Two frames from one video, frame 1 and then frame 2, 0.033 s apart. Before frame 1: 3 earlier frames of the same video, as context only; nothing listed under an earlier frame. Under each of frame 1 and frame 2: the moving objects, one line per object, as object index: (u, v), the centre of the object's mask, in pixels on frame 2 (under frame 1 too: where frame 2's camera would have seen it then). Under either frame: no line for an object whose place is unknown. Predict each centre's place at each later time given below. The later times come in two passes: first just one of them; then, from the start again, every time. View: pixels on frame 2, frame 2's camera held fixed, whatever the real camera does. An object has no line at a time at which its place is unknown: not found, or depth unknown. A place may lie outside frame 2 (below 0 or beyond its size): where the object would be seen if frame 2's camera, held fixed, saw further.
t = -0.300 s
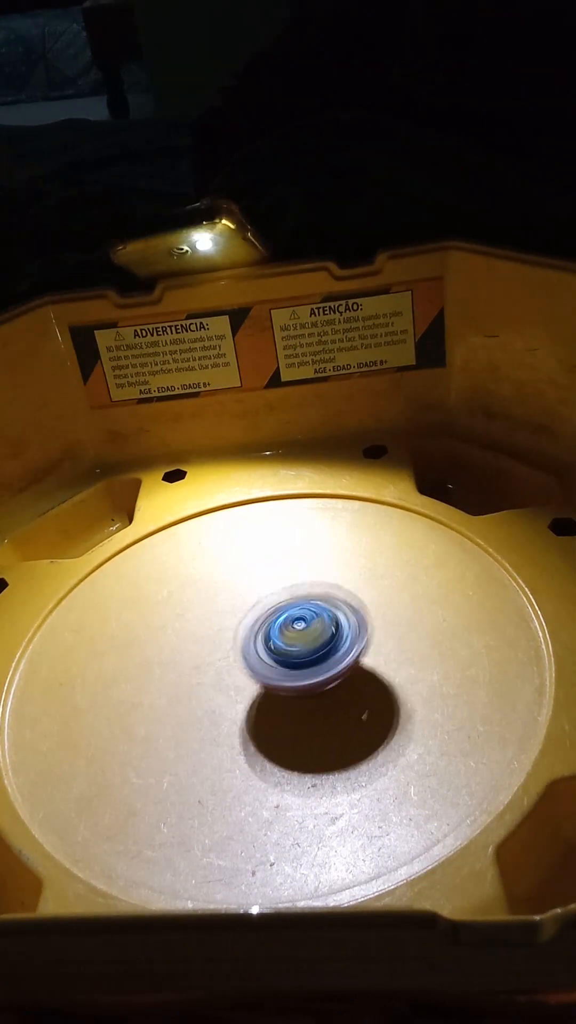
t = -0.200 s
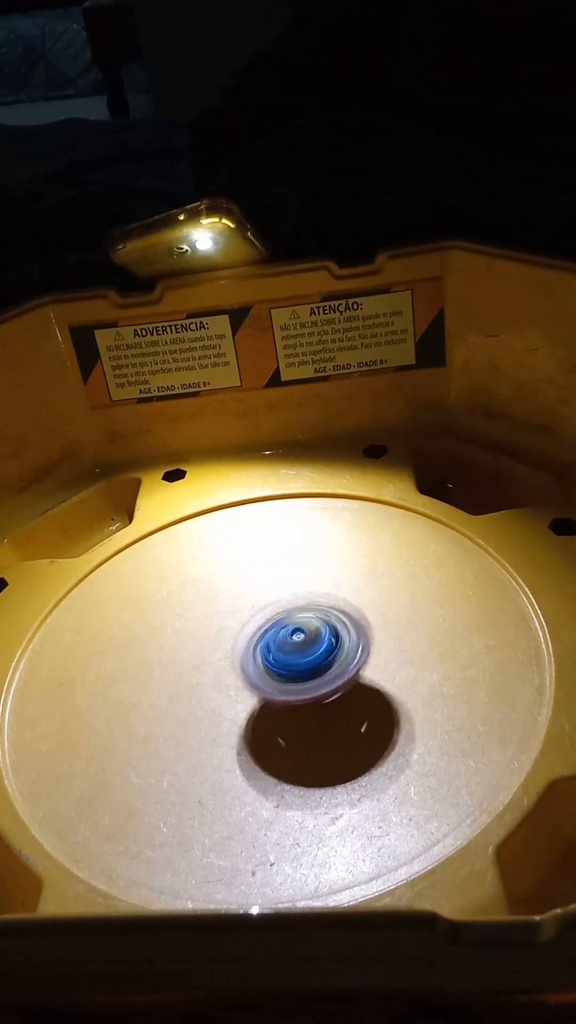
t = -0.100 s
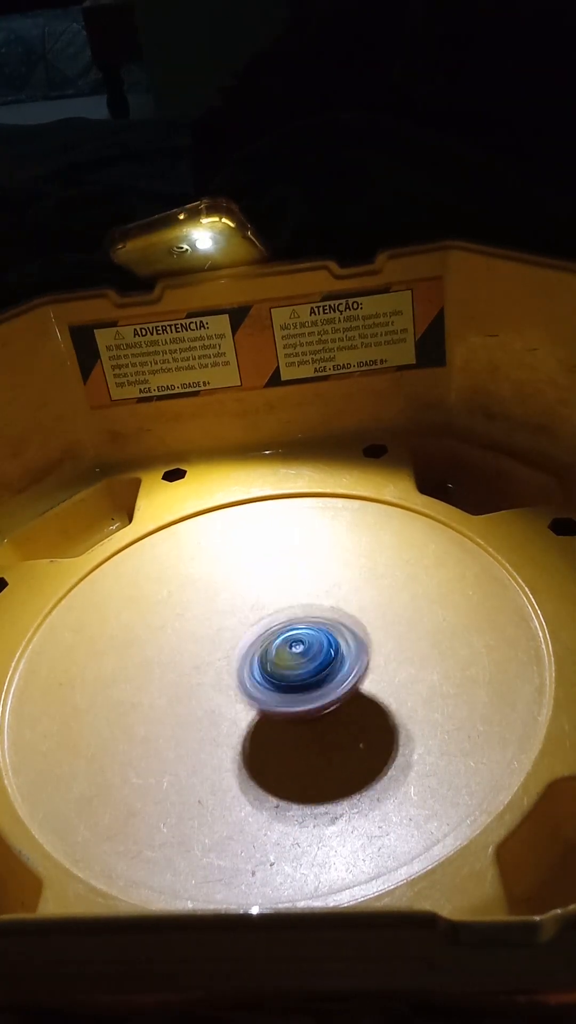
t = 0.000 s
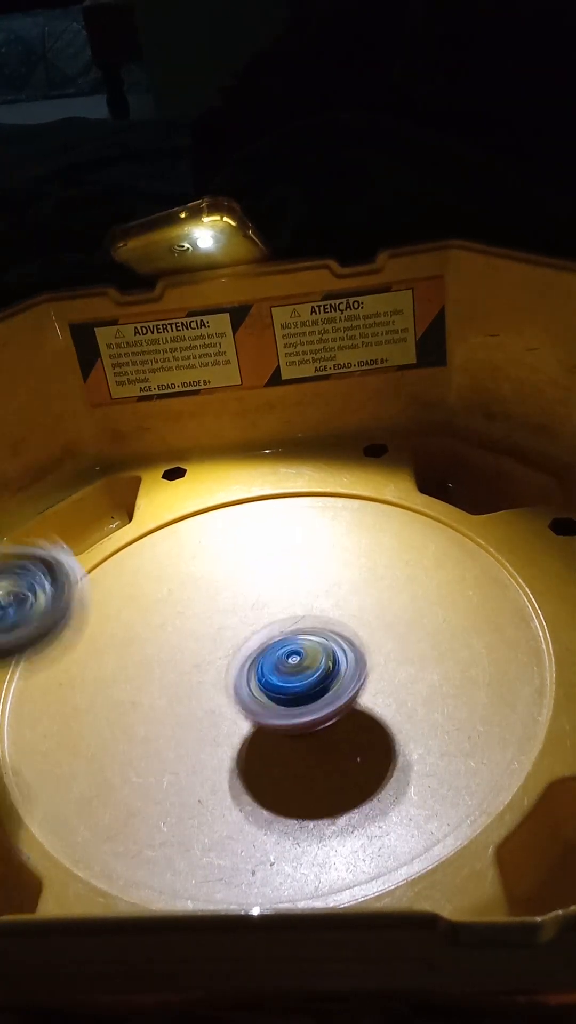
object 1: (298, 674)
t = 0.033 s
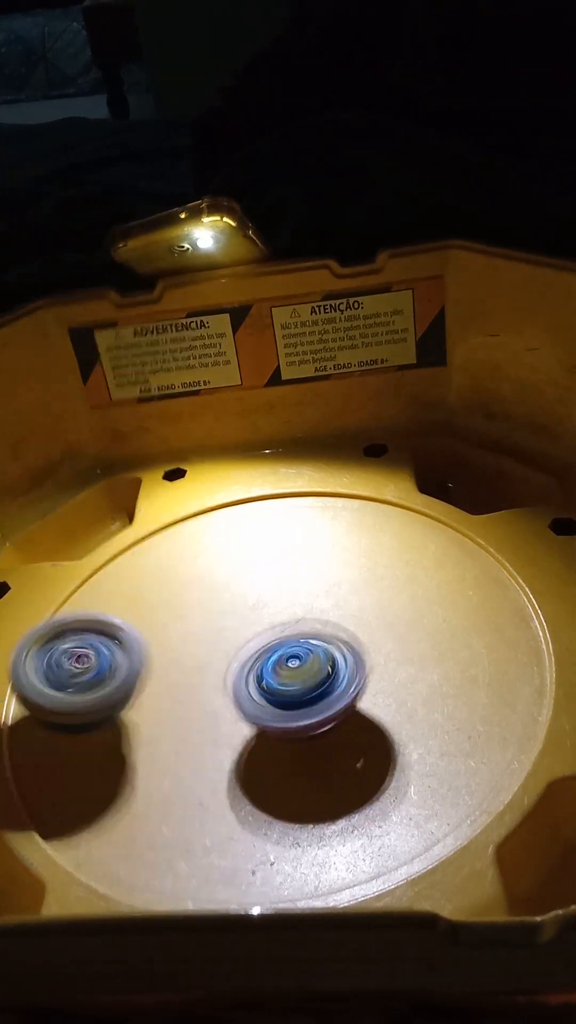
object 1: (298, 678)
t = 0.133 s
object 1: (383, 714)
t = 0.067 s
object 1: (298, 682)
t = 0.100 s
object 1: (297, 685)
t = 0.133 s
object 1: (383, 714)
